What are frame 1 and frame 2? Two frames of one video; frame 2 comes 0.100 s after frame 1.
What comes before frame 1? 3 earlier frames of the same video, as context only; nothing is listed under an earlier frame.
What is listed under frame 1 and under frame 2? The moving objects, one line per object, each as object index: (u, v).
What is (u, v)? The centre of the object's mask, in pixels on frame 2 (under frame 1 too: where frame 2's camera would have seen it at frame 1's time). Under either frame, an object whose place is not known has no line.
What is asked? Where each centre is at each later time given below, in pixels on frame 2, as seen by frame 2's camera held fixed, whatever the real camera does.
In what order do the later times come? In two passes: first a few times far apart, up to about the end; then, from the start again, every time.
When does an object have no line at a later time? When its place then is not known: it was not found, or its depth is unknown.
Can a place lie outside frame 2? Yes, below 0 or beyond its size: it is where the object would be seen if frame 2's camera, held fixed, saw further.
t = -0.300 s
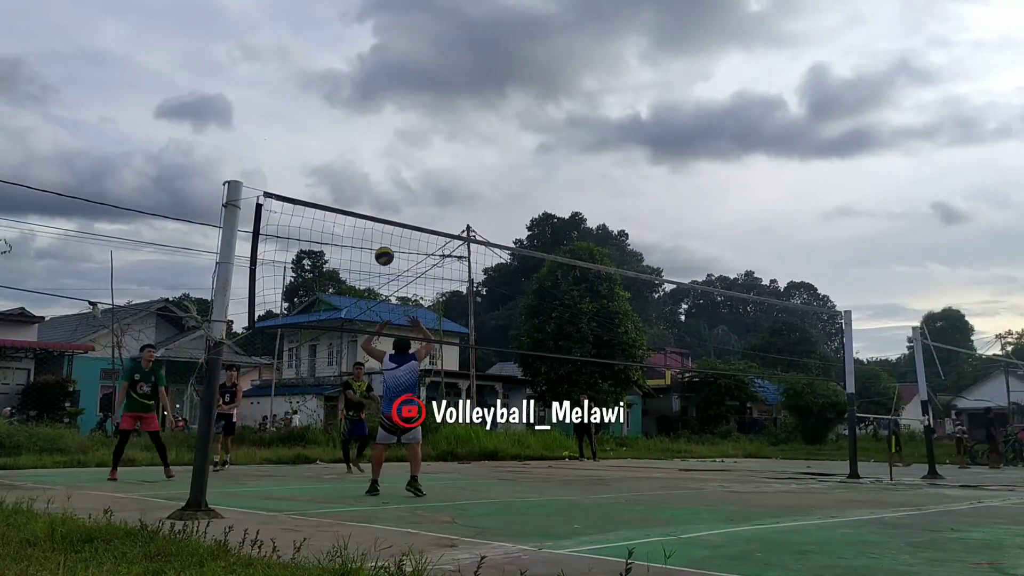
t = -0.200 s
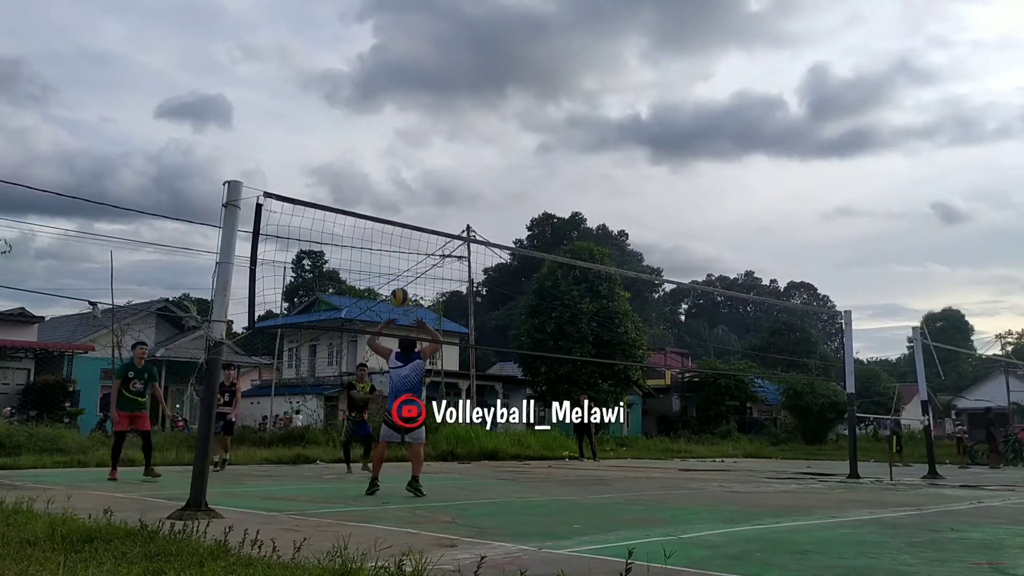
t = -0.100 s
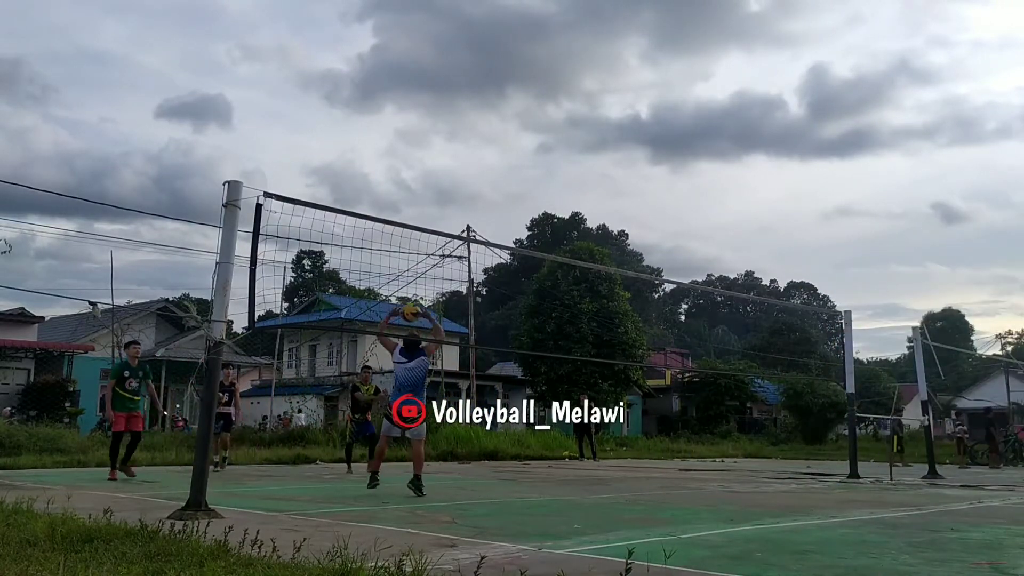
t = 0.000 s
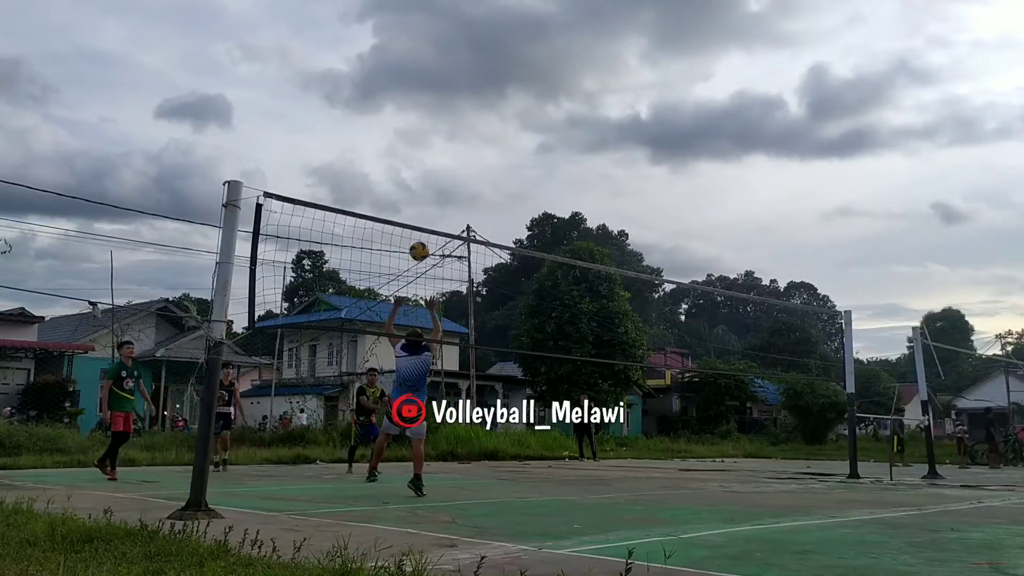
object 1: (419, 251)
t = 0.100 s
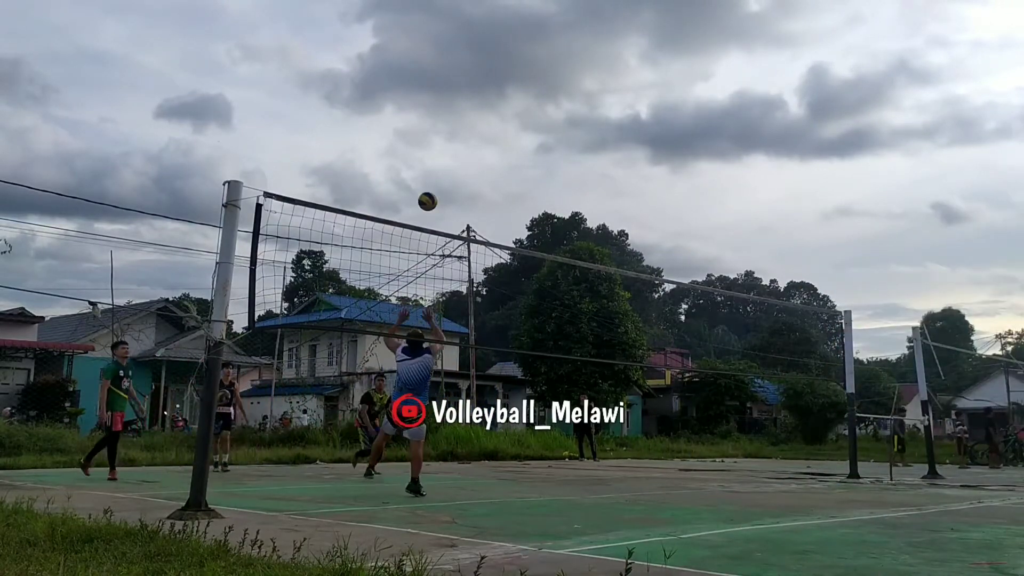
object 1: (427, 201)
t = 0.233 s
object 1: (438, 151)
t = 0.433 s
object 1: (451, 108)
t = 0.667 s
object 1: (464, 102)
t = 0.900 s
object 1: (475, 138)
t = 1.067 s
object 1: (481, 191)
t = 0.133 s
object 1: (430, 187)
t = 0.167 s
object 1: (433, 174)
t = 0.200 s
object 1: (435, 162)
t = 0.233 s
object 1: (438, 151)
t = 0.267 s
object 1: (440, 141)
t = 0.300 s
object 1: (442, 133)
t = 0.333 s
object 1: (445, 125)
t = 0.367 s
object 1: (447, 118)
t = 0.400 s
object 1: (449, 113)
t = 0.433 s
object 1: (451, 108)
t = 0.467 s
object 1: (453, 104)
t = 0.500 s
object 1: (455, 101)
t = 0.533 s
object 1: (457, 100)
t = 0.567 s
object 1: (458, 99)
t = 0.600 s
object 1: (460, 99)
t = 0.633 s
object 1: (462, 100)
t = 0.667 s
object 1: (464, 102)
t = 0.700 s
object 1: (465, 104)
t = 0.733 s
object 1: (467, 108)
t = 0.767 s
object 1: (469, 112)
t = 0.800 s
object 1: (470, 117)
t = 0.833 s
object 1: (472, 124)
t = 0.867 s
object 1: (473, 131)
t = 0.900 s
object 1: (475, 138)
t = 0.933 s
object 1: (476, 147)
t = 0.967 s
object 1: (478, 157)
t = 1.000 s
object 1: (479, 168)
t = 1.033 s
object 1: (480, 179)
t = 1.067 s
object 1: (481, 191)
